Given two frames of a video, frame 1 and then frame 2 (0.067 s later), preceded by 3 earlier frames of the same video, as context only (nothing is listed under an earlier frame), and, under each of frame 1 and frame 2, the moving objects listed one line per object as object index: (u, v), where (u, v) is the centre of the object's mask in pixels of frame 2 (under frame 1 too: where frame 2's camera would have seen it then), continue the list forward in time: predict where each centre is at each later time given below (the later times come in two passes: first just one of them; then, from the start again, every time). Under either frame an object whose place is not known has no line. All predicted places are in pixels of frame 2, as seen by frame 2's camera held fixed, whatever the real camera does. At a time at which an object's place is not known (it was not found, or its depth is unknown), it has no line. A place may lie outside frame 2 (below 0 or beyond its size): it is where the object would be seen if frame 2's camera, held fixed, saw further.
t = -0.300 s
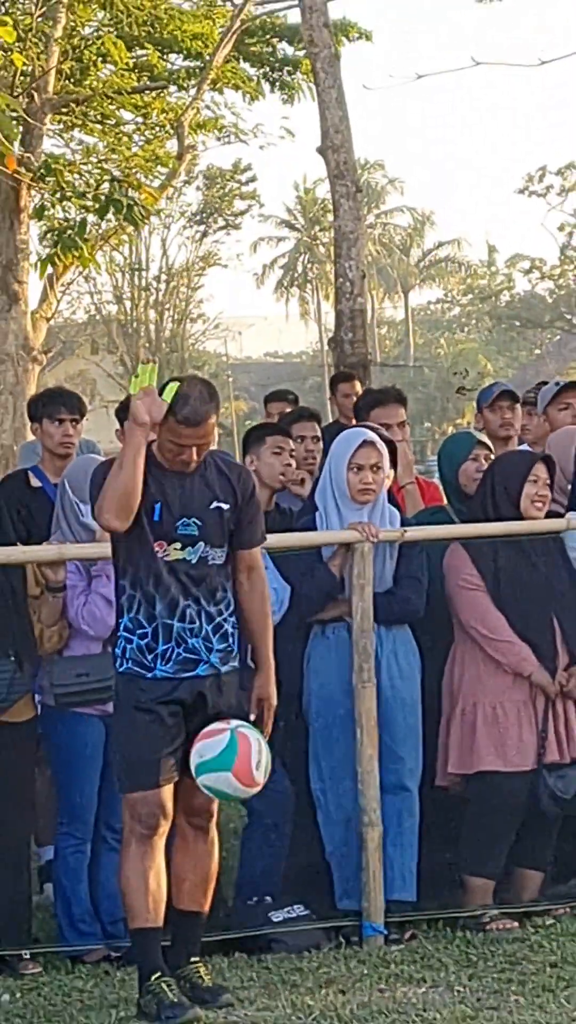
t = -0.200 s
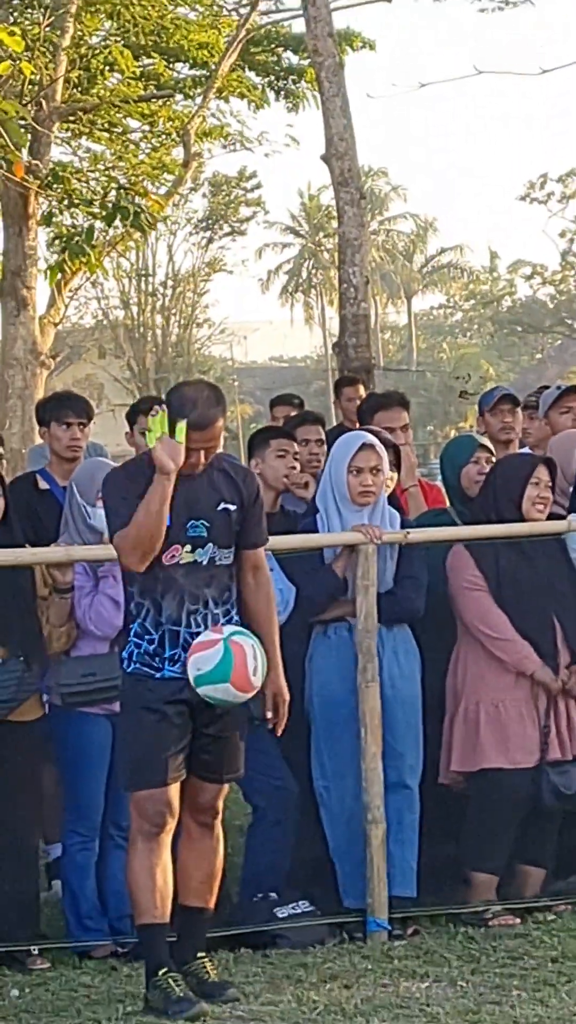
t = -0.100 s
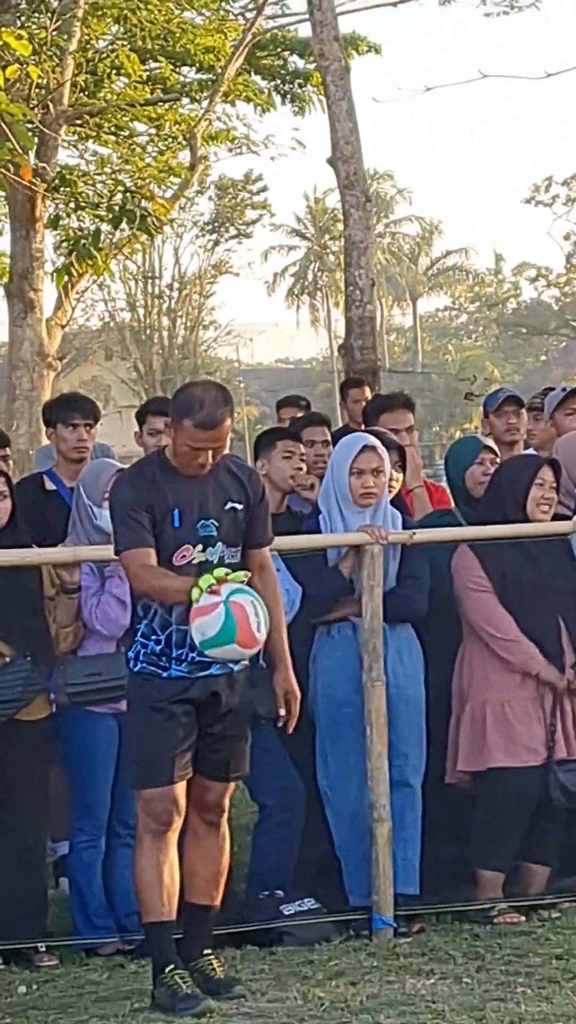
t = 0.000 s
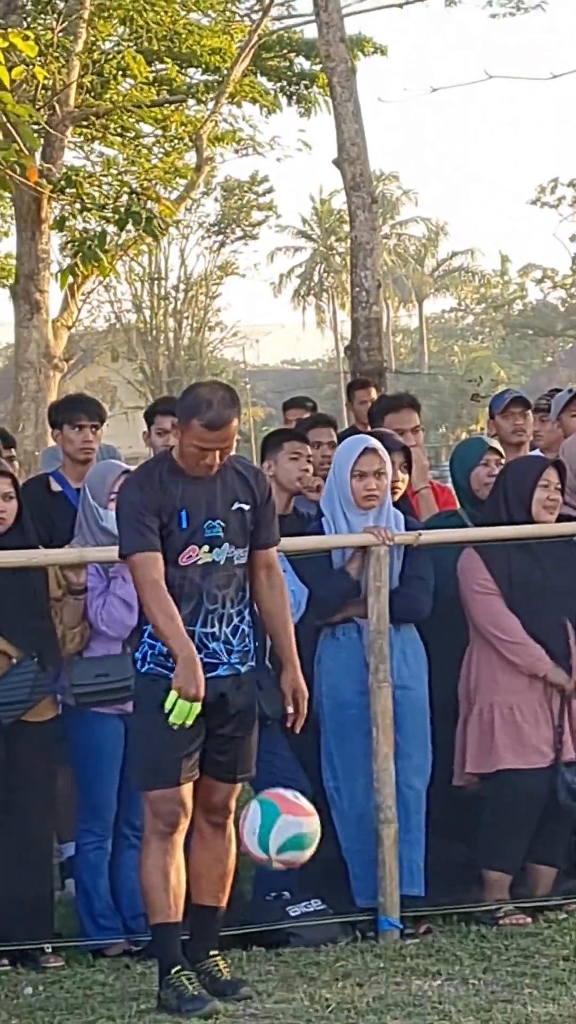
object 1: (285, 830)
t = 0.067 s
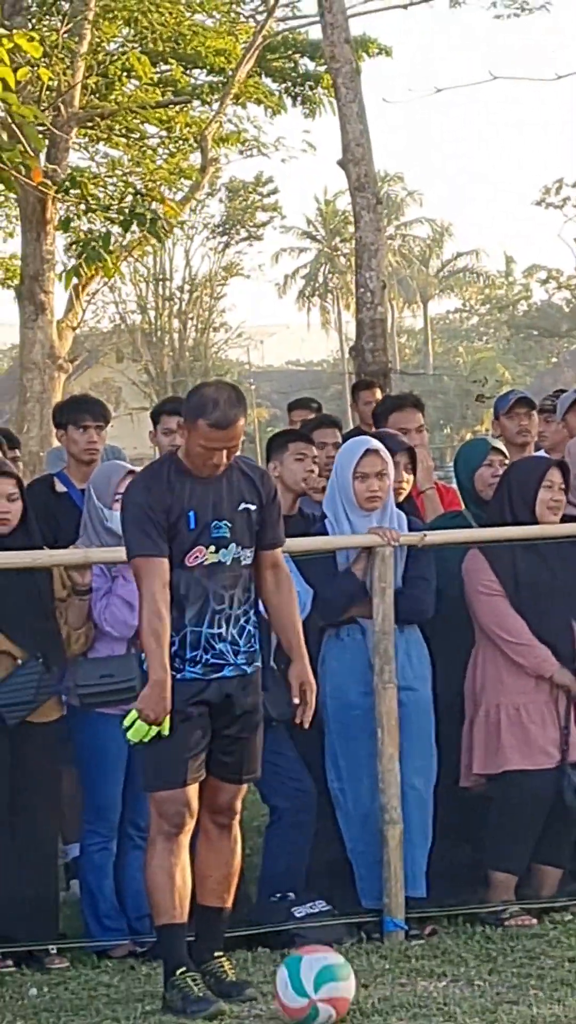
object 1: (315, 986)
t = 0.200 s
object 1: (307, 772)
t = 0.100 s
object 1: (315, 947)
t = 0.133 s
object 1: (312, 885)
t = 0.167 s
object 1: (310, 827)
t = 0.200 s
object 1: (307, 772)
